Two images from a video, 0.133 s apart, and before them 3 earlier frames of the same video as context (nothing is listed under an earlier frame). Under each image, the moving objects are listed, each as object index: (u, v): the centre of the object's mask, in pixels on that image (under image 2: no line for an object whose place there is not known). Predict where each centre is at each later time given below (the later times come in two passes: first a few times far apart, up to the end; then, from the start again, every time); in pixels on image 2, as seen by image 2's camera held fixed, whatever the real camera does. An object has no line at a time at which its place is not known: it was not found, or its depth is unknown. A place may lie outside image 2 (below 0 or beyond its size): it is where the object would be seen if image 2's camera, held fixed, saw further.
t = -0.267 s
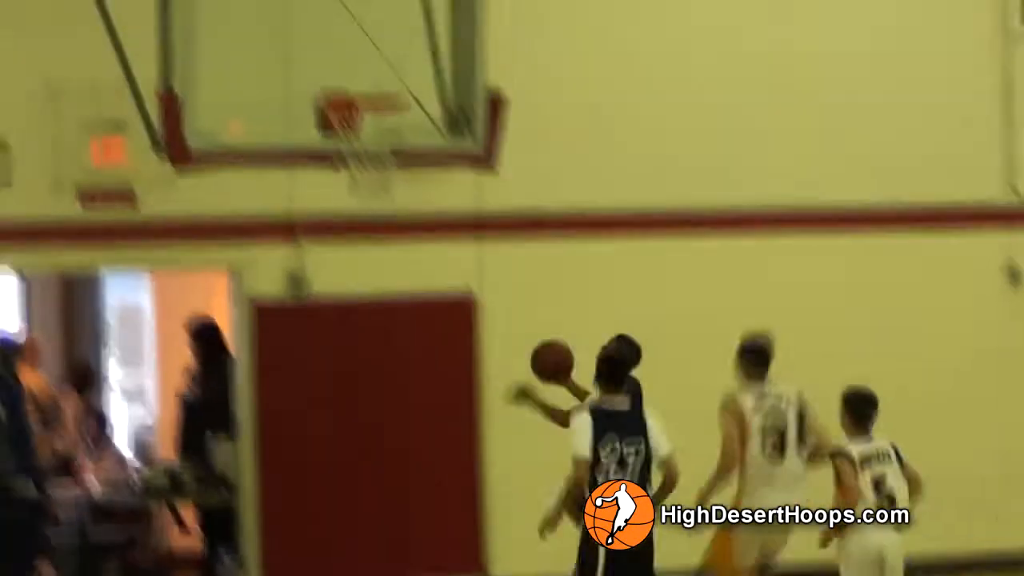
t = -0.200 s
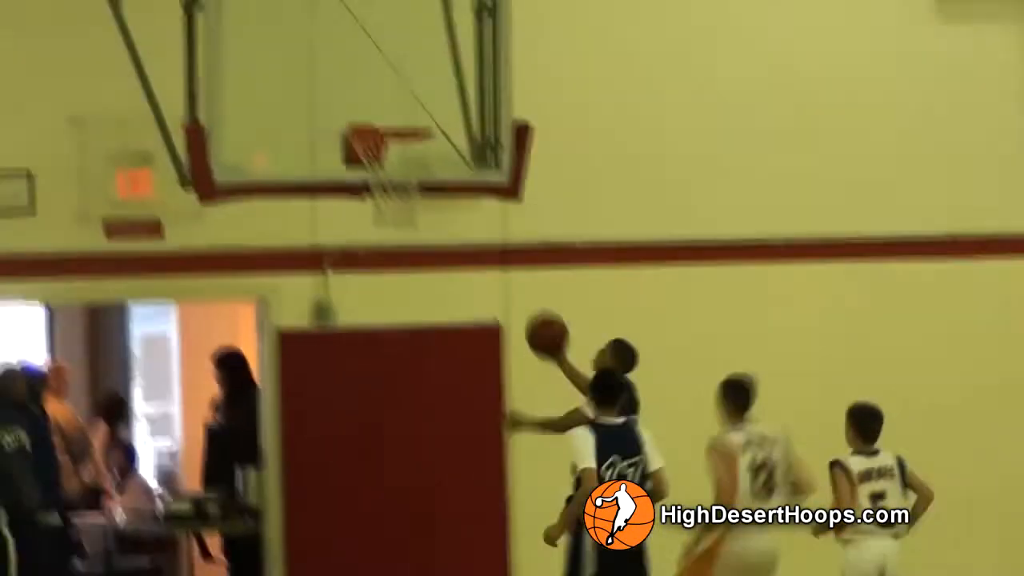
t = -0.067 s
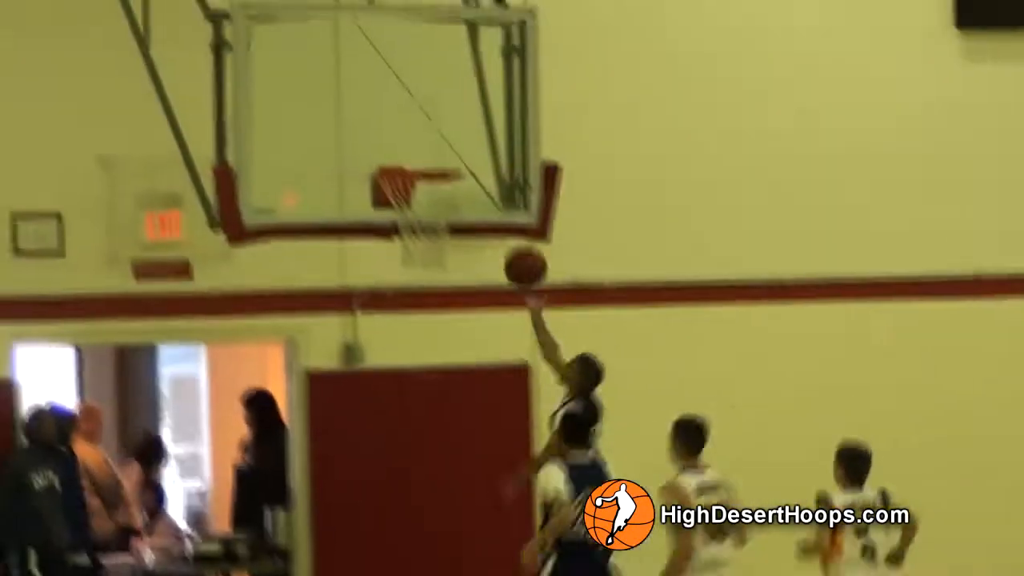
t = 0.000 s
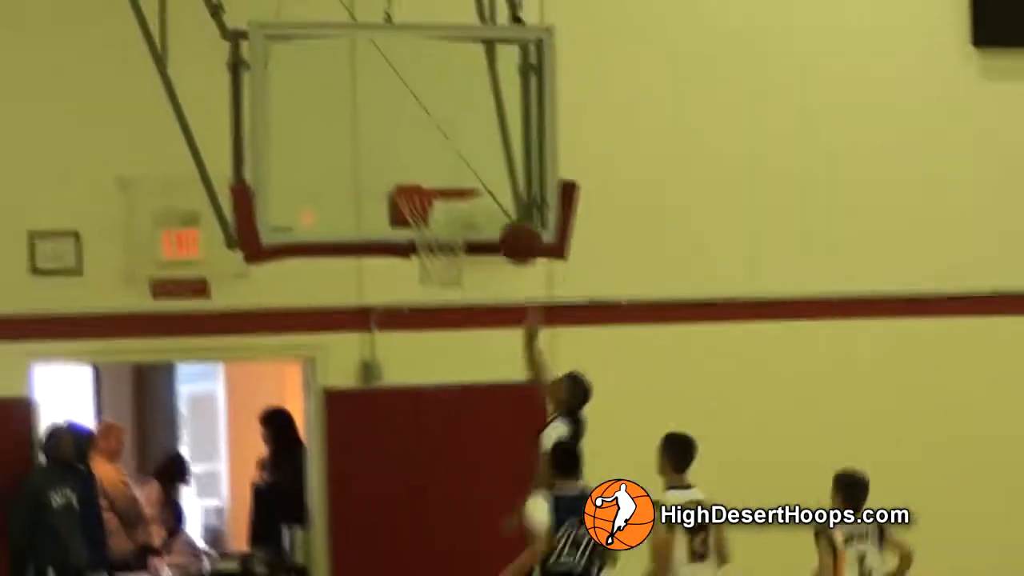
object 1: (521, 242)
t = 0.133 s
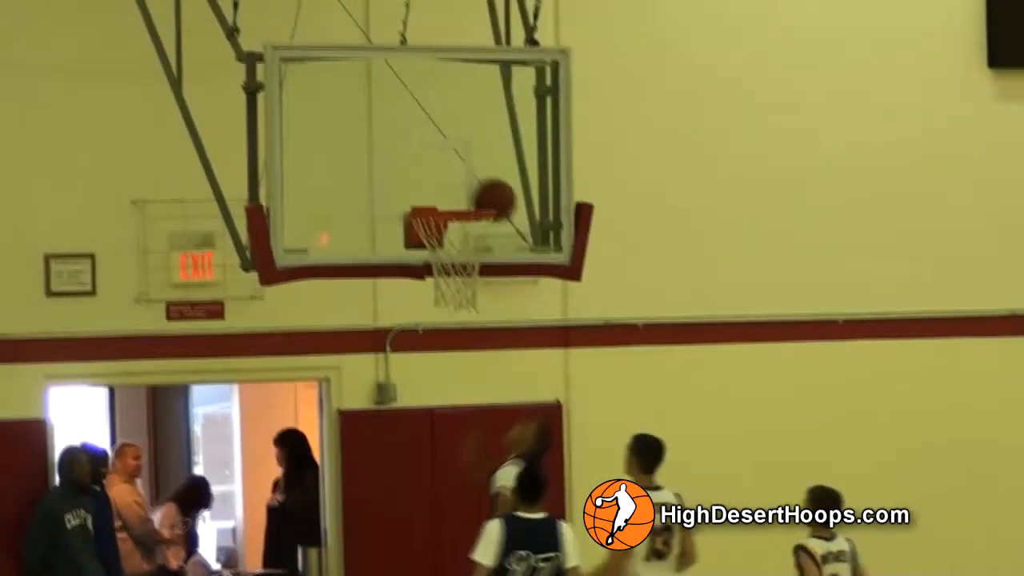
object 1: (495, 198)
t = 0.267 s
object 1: (472, 174)
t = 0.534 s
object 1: (454, 218)
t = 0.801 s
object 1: (451, 331)
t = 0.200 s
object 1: (478, 182)
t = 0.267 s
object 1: (472, 174)
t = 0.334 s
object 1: (467, 173)
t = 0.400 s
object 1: (462, 181)
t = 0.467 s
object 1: (458, 193)
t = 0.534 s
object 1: (454, 218)
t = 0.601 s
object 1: (450, 248)
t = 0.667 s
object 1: (449, 271)
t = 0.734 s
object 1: (451, 297)
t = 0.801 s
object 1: (451, 331)
